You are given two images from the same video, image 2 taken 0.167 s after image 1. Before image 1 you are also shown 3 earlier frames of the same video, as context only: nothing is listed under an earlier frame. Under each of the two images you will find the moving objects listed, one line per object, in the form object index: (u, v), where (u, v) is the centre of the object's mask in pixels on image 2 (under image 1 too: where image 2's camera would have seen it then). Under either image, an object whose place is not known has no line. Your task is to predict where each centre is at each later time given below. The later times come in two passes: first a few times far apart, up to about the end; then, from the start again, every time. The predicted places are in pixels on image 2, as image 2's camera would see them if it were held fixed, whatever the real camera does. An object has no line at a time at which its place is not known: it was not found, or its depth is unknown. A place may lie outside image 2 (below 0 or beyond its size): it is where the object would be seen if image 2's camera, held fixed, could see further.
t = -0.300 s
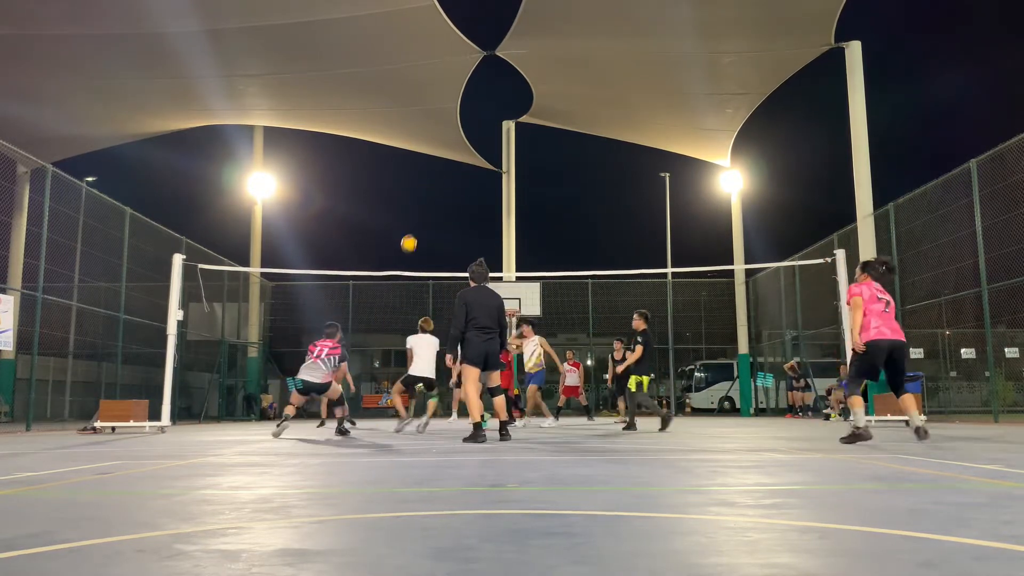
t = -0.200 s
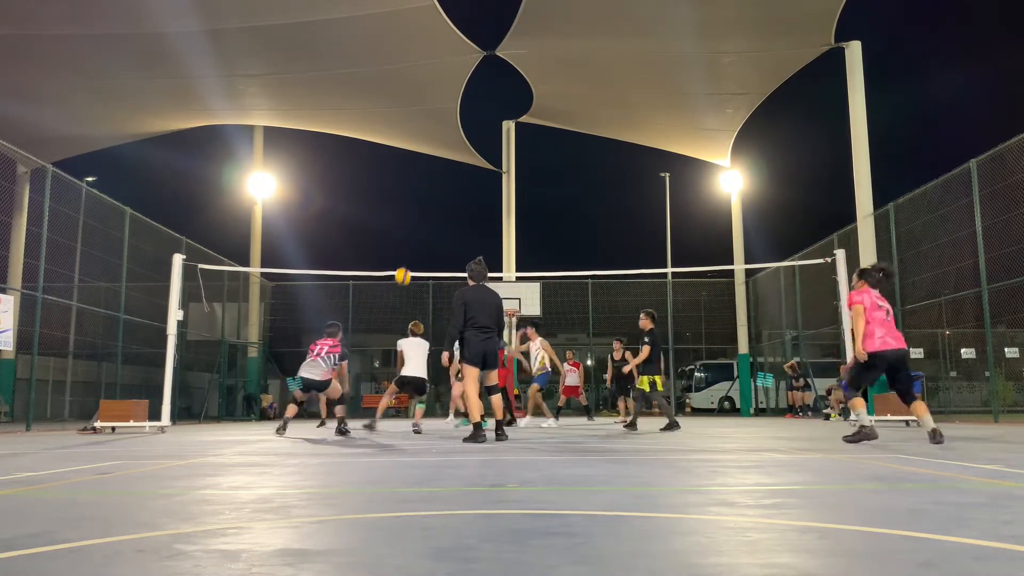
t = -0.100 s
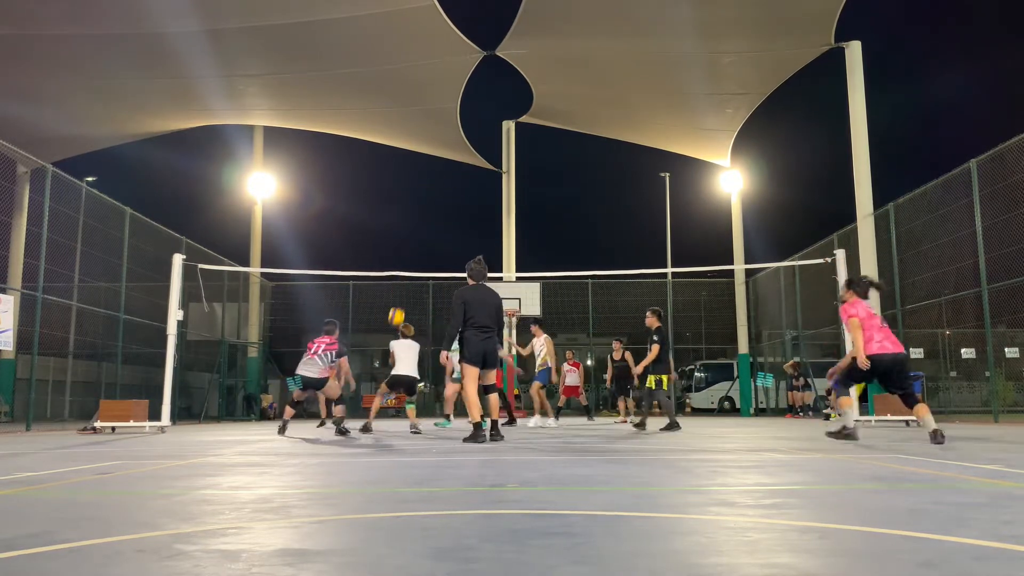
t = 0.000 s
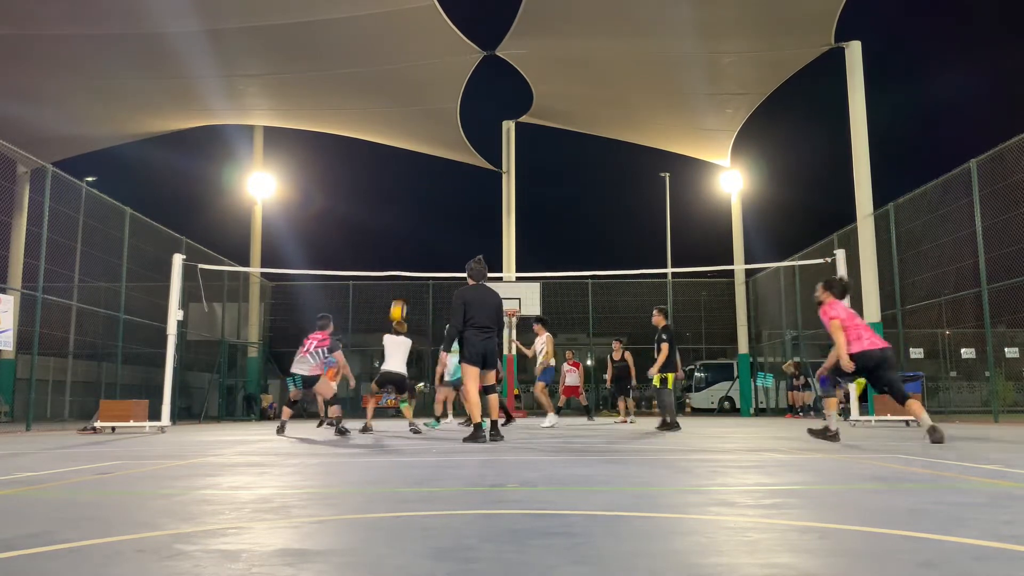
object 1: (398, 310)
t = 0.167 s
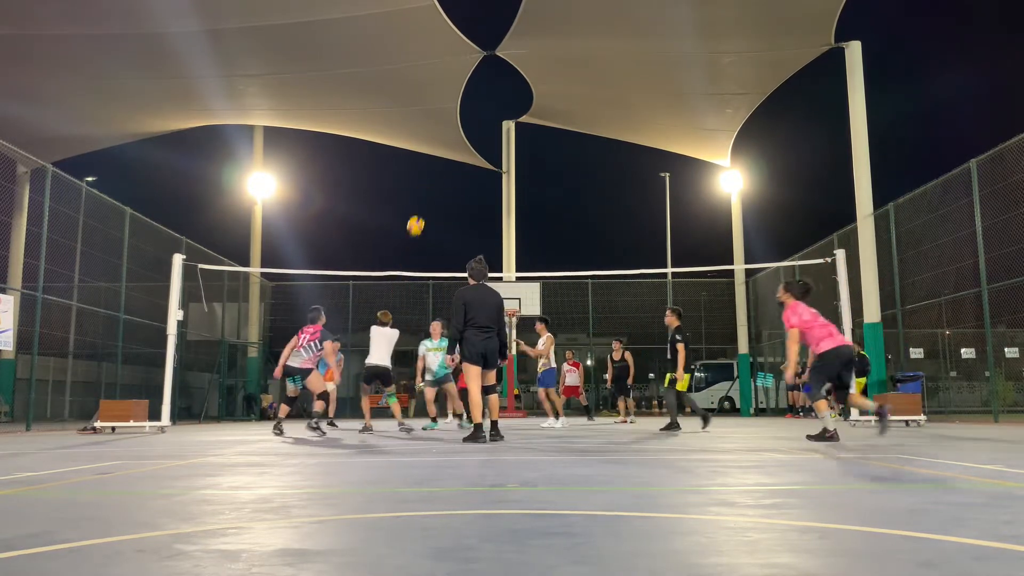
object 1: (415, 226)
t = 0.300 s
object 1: (430, 173)
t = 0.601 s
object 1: (462, 98)
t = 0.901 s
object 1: (496, 85)
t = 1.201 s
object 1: (532, 134)
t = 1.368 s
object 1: (552, 191)
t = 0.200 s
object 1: (419, 211)
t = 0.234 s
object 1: (422, 198)
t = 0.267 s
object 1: (426, 185)
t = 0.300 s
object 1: (430, 173)
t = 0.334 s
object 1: (433, 162)
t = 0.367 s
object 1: (437, 151)
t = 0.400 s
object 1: (440, 140)
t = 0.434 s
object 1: (444, 131)
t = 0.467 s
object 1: (448, 123)
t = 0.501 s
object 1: (451, 116)
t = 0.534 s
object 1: (455, 109)
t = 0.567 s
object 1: (459, 103)
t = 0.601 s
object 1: (462, 98)
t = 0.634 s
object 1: (466, 94)
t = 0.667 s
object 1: (470, 90)
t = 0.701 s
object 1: (473, 87)
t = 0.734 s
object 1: (477, 84)
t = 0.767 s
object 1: (481, 83)
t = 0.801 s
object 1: (484, 82)
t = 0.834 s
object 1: (488, 82)
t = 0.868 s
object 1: (492, 83)
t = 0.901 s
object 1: (496, 85)
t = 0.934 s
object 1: (500, 87)
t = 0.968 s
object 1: (503, 90)
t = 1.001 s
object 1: (507, 94)
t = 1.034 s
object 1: (511, 99)
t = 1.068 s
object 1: (515, 104)
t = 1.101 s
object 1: (519, 110)
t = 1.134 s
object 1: (524, 118)
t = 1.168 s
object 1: (527, 125)
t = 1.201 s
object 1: (532, 134)
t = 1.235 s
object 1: (536, 144)
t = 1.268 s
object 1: (540, 155)
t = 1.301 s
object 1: (544, 166)
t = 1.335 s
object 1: (548, 178)
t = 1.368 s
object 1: (552, 191)
